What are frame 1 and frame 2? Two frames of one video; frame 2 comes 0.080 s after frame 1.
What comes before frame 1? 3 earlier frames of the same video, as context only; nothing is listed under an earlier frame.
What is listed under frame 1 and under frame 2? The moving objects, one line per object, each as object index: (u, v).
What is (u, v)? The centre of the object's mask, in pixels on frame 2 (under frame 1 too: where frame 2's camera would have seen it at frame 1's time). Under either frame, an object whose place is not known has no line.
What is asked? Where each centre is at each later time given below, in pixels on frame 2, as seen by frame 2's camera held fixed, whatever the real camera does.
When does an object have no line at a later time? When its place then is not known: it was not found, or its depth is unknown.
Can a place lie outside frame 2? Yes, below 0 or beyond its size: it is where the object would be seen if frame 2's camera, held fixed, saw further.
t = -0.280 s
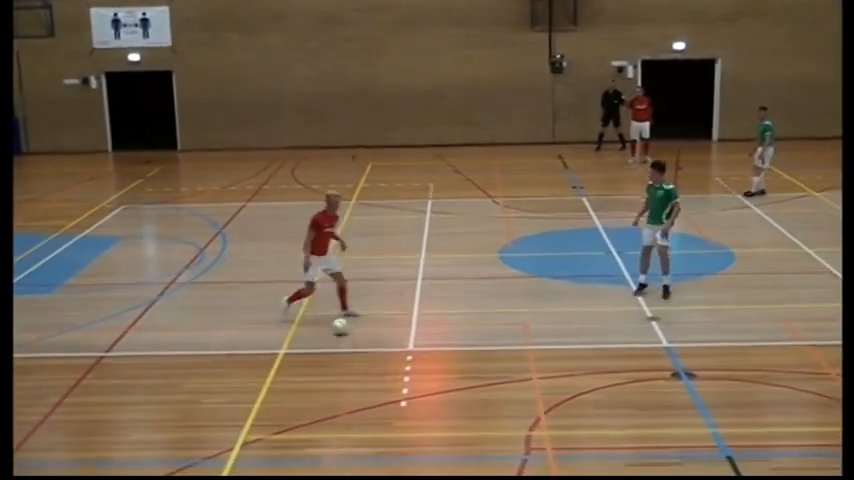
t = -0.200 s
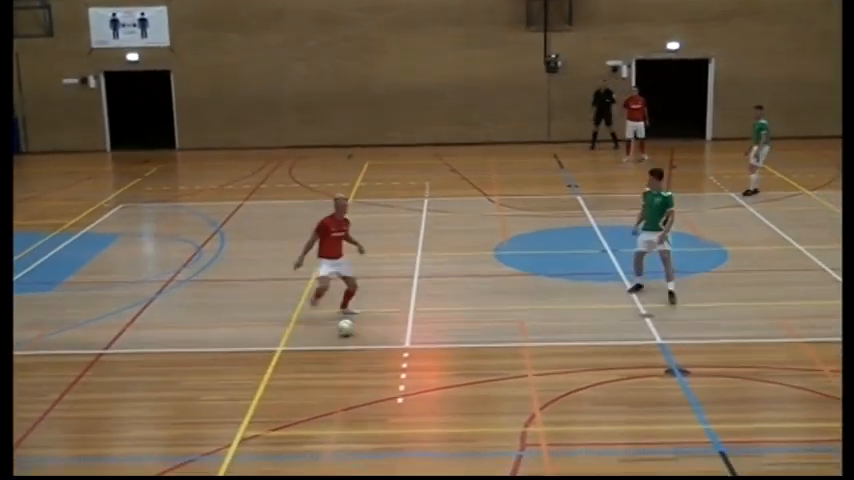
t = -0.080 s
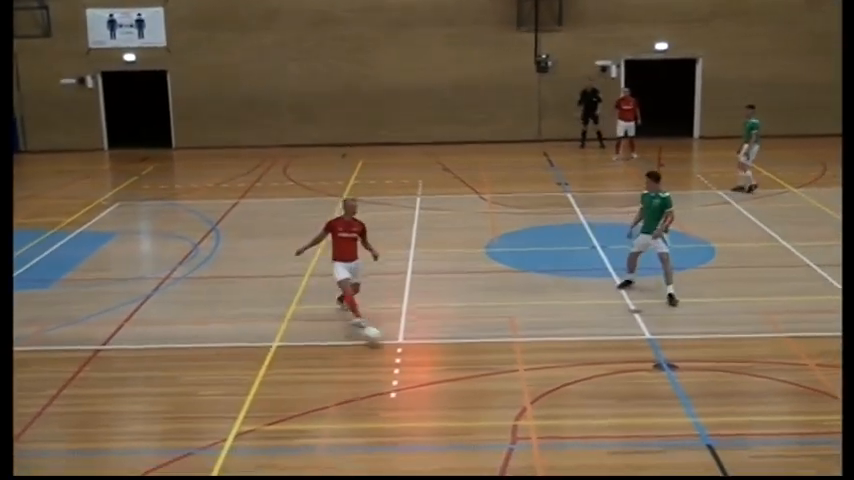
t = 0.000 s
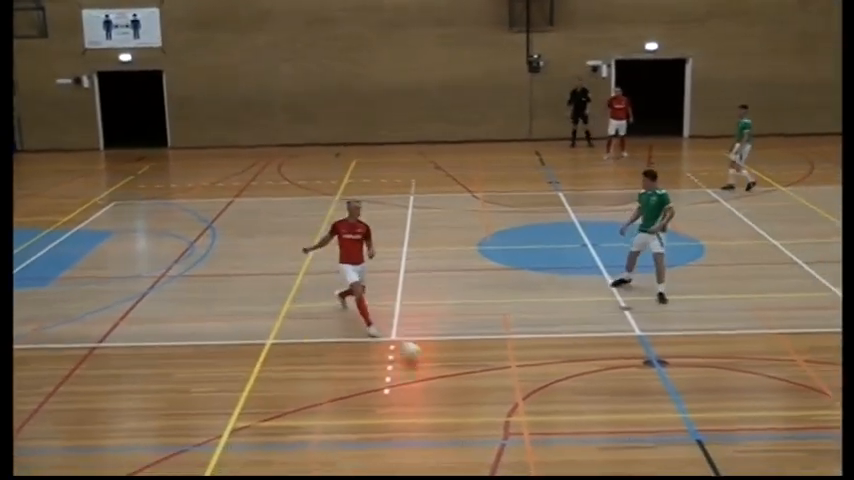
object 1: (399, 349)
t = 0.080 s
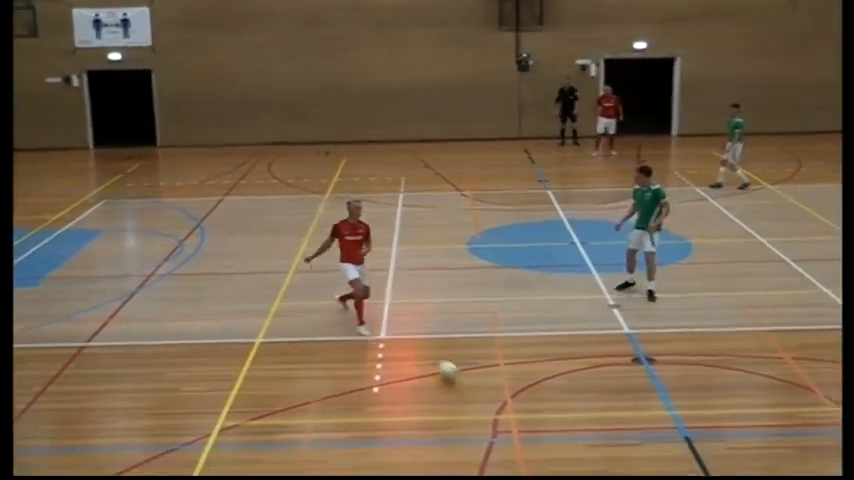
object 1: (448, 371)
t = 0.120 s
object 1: (472, 380)
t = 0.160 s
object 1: (500, 391)
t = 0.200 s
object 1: (527, 406)
